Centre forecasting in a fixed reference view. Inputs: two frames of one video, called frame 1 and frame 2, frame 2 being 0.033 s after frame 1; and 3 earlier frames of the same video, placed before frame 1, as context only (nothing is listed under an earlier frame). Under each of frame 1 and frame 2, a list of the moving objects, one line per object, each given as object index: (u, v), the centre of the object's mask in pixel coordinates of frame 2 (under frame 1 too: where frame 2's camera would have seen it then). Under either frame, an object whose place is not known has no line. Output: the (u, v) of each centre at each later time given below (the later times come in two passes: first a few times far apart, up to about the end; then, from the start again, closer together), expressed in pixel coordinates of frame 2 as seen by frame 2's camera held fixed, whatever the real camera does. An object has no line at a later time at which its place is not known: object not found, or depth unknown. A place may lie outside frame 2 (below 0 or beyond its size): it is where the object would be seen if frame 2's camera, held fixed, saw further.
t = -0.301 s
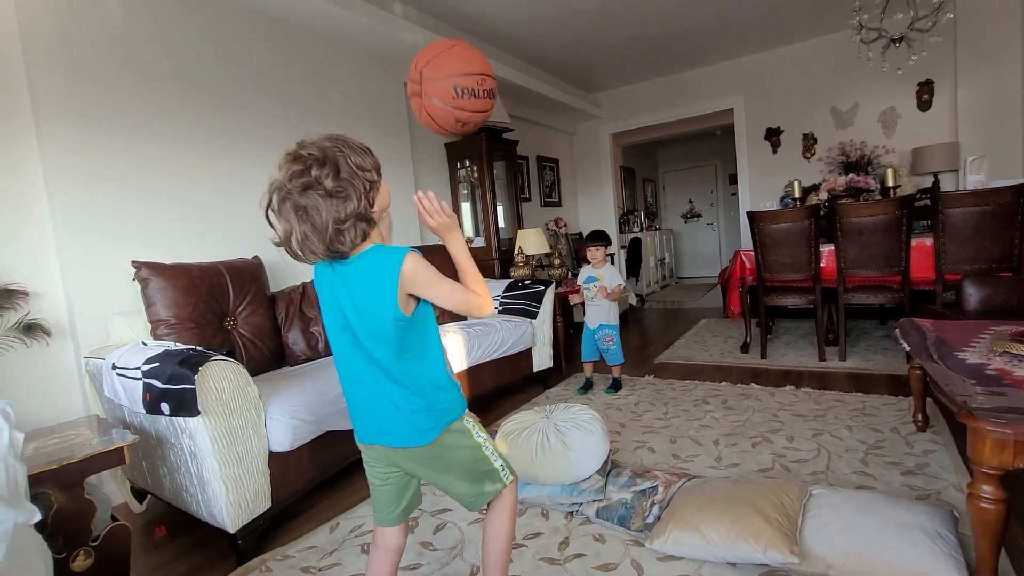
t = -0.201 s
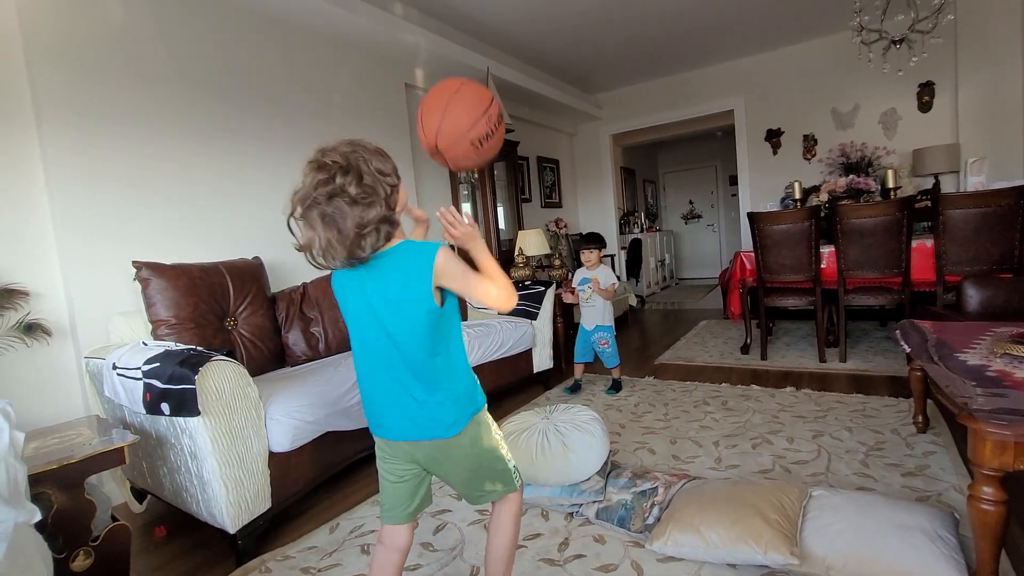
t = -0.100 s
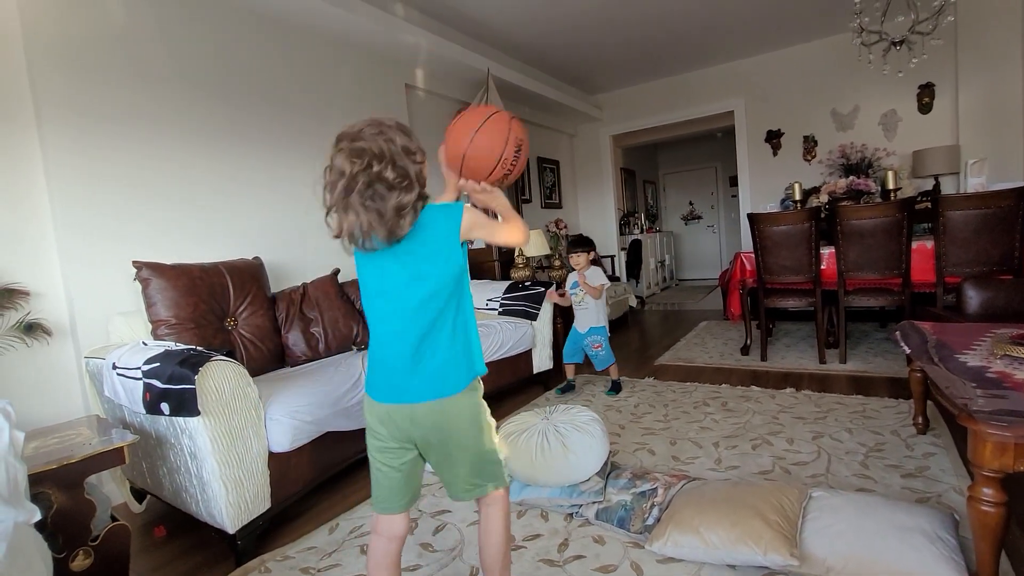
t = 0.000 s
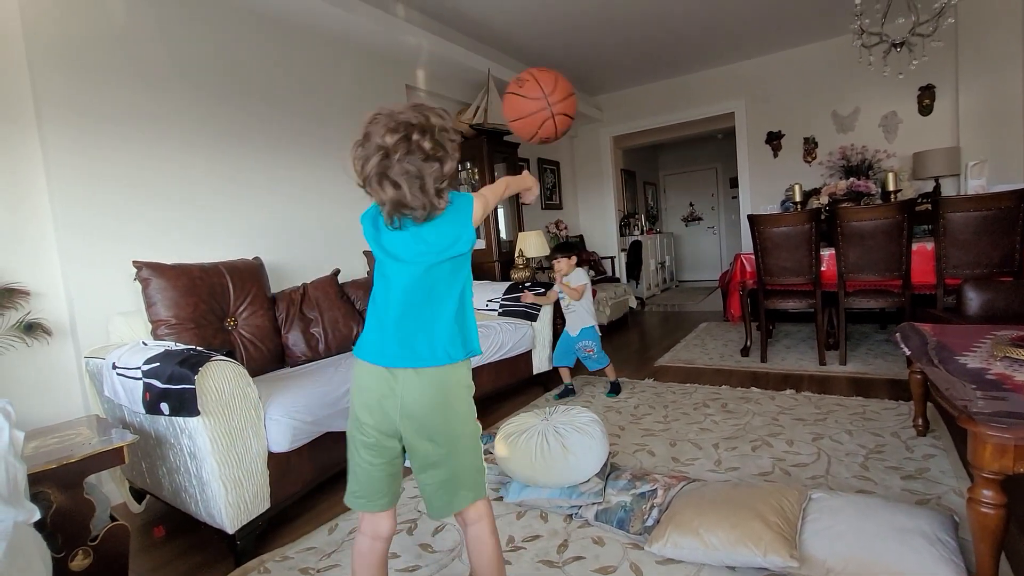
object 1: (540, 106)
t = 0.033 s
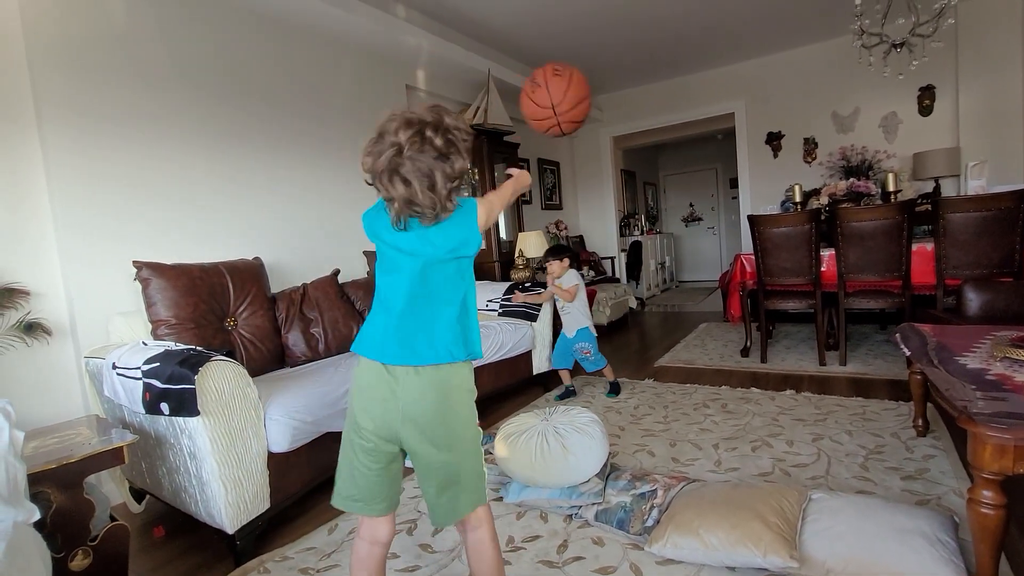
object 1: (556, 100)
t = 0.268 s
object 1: (644, 141)
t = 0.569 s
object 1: (717, 307)
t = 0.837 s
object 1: (747, 310)
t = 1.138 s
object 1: (769, 304)
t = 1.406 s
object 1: (778, 351)
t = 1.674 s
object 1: (793, 360)
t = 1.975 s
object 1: (809, 368)
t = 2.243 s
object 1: (823, 373)
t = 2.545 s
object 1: (832, 378)
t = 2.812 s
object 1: (832, 378)
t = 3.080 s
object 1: (828, 376)
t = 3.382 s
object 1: (817, 375)
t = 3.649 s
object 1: (816, 374)
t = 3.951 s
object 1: (818, 375)
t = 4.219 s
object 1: (819, 375)
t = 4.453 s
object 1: (822, 377)
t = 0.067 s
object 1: (571, 97)
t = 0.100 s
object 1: (585, 99)
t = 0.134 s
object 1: (598, 102)
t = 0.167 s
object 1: (611, 108)
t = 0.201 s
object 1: (623, 117)
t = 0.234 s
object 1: (634, 127)
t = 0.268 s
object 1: (644, 141)
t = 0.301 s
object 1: (653, 154)
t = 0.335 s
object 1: (663, 169)
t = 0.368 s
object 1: (671, 186)
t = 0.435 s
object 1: (688, 223)
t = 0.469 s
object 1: (696, 242)
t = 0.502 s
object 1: (703, 263)
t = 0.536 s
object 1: (710, 285)
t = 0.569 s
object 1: (717, 307)
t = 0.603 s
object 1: (723, 330)
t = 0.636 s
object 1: (729, 353)
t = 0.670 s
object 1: (734, 370)
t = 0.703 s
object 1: (737, 354)
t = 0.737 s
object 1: (739, 341)
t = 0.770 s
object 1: (742, 329)
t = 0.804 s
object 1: (744, 319)
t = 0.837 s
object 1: (747, 310)
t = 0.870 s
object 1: (749, 304)
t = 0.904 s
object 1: (752, 298)
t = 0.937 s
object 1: (755, 295)
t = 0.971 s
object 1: (758, 293)
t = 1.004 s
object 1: (761, 293)
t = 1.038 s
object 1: (764, 294)
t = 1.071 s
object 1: (766, 296)
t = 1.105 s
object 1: (768, 300)
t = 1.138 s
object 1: (769, 304)
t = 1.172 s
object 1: (769, 310)
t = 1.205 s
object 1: (770, 318)
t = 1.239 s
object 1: (771, 327)
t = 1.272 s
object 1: (773, 339)
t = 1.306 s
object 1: (774, 352)
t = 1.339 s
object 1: (775, 359)
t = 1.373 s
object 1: (777, 355)
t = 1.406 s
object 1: (778, 351)
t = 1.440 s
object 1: (780, 350)
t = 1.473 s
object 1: (781, 350)
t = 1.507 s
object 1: (783, 351)
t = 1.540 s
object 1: (785, 354)
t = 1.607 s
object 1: (789, 362)
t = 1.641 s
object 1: (791, 360)
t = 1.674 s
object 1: (793, 360)
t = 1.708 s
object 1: (795, 362)
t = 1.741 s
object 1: (797, 364)
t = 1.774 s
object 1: (799, 363)
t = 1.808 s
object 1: (801, 364)
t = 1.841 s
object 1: (803, 366)
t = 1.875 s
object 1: (804, 366)
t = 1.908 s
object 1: (806, 367)
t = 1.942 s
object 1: (807, 368)
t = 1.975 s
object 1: (809, 368)
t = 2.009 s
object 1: (811, 369)
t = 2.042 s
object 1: (813, 370)
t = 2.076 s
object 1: (815, 370)
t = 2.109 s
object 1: (817, 371)
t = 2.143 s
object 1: (819, 372)
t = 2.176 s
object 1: (821, 373)
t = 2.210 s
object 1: (823, 373)
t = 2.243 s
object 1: (823, 373)
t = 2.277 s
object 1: (825, 374)
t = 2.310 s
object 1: (826, 374)
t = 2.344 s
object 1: (828, 374)
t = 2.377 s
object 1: (829, 374)
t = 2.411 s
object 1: (830, 375)
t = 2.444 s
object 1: (831, 376)
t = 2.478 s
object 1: (832, 376)
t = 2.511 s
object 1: (832, 377)
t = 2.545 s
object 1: (832, 378)
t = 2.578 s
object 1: (832, 378)
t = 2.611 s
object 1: (832, 378)
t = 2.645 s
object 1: (832, 378)
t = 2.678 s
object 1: (832, 378)
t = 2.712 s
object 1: (832, 378)
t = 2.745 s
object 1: (832, 378)
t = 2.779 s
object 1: (832, 378)
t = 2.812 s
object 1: (832, 378)
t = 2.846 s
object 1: (832, 378)
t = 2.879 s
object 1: (832, 378)
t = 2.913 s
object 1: (831, 378)
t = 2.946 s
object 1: (831, 378)
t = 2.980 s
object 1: (831, 377)
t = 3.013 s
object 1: (830, 377)
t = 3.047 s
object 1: (829, 376)
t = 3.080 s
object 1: (828, 376)
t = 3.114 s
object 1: (827, 376)
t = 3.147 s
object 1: (825, 376)
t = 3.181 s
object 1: (824, 375)
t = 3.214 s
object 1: (823, 375)
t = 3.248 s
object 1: (821, 375)
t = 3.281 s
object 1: (821, 375)
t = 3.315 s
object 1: (820, 375)
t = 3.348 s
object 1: (818, 375)
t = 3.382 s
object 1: (817, 375)
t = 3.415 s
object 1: (817, 375)
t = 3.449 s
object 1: (816, 375)
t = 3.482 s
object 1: (816, 375)
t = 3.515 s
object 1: (816, 375)
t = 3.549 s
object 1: (816, 375)
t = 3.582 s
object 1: (815, 374)
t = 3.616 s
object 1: (815, 374)
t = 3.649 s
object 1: (816, 374)
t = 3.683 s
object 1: (816, 375)
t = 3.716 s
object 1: (816, 374)
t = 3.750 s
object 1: (816, 374)
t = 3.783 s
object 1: (817, 374)
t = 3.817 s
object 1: (818, 374)
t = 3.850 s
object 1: (818, 374)
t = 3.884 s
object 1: (818, 375)
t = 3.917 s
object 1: (818, 374)
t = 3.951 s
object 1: (818, 375)
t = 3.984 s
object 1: (819, 375)
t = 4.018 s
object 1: (818, 374)
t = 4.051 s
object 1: (818, 375)
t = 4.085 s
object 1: (818, 374)
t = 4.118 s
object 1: (819, 374)
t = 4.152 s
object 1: (818, 375)
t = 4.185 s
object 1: (819, 375)
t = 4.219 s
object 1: (819, 375)
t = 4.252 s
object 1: (819, 375)
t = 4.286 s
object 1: (820, 376)
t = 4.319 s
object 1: (820, 376)
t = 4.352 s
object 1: (821, 376)
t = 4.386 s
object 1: (821, 376)
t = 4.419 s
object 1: (822, 376)
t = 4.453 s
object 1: (822, 377)
